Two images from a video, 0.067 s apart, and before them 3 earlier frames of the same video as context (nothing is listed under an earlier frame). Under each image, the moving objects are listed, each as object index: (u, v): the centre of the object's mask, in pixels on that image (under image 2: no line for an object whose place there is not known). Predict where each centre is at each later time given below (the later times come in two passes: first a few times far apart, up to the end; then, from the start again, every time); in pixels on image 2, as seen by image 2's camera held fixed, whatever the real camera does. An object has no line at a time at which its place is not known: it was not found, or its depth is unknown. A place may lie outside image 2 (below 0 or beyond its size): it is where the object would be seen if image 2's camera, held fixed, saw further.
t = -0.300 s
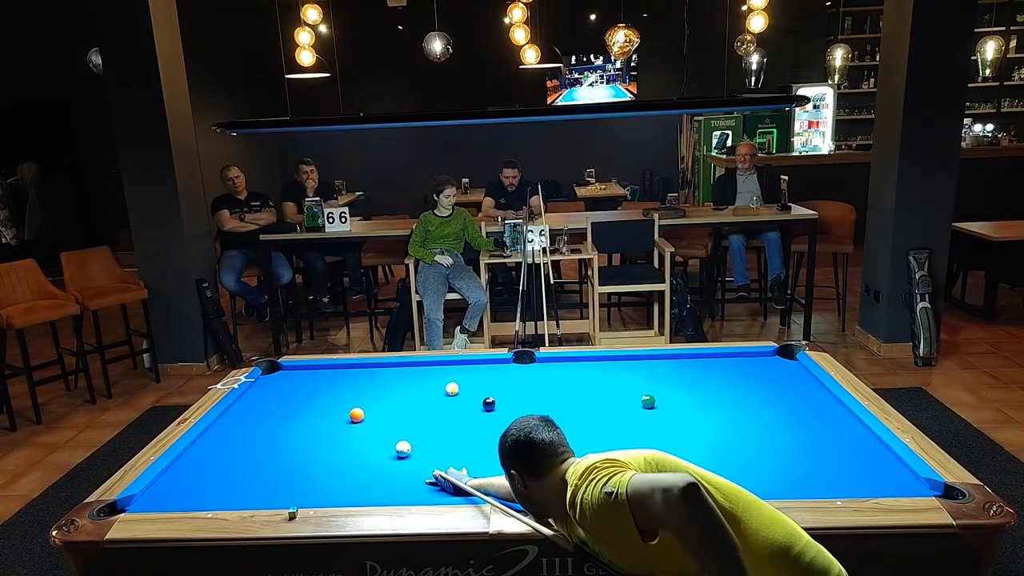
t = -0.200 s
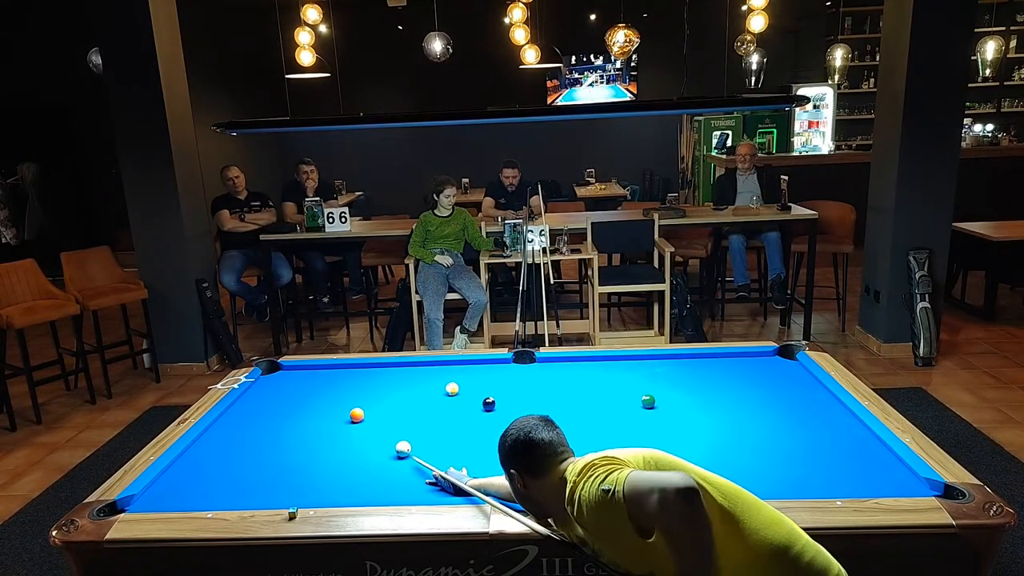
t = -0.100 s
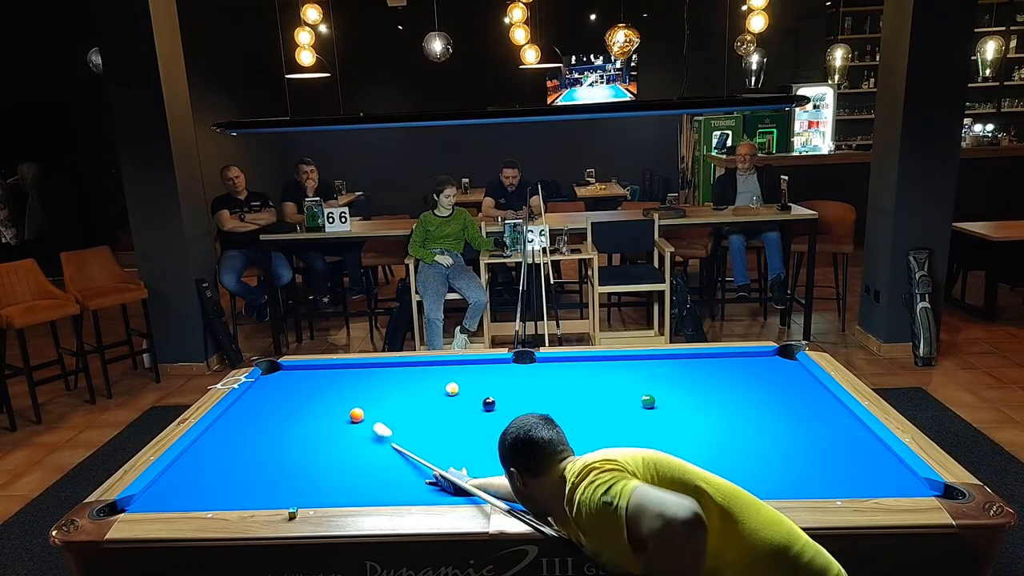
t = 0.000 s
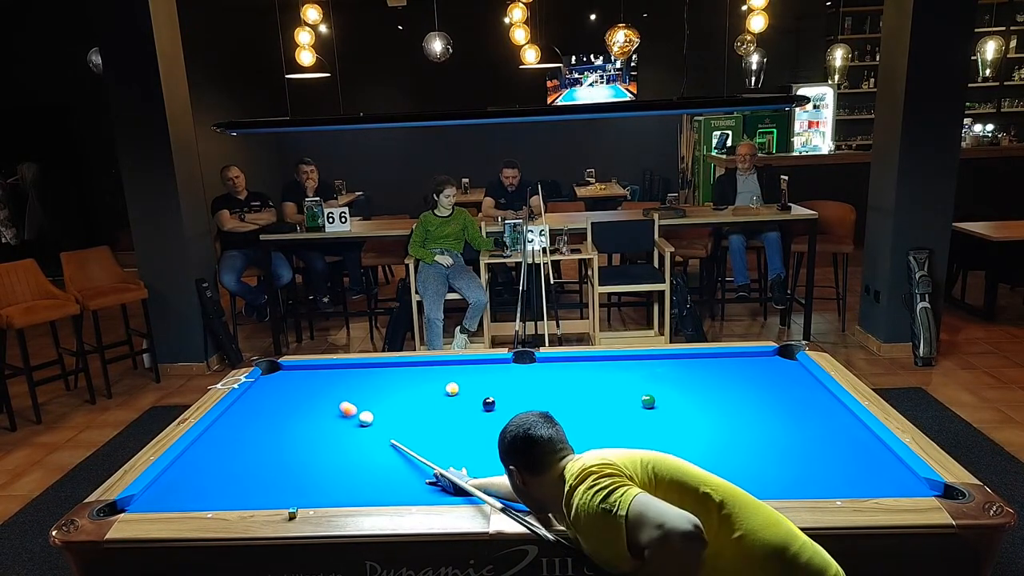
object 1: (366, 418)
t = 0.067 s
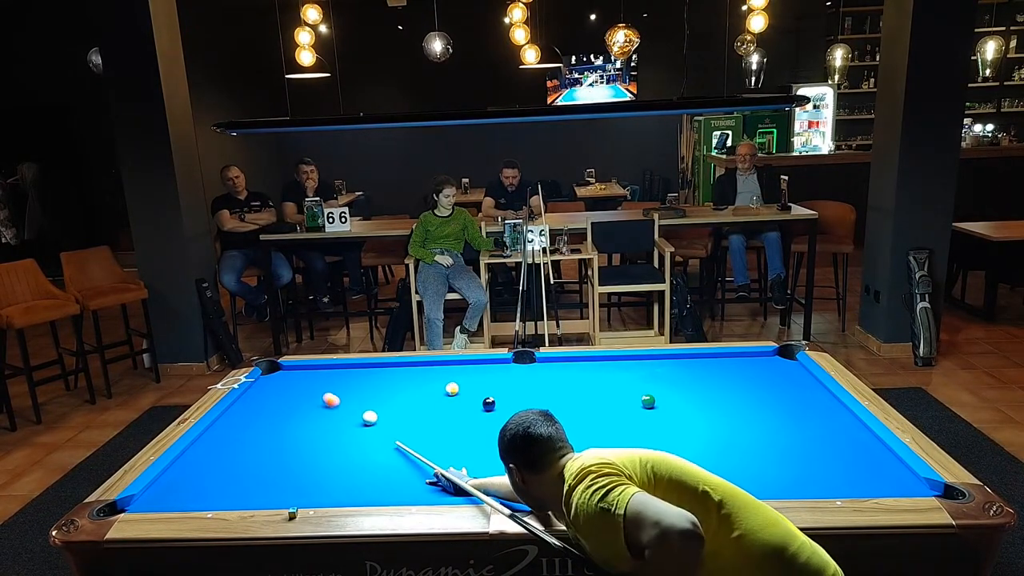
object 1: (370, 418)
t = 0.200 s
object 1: (377, 418)
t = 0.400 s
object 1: (389, 419)
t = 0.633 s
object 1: (401, 421)
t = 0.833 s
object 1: (411, 422)
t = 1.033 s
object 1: (419, 424)
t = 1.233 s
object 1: (433, 422)
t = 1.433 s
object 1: (437, 424)
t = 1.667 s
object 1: (445, 425)
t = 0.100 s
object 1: (371, 418)
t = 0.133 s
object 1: (373, 418)
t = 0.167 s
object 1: (375, 418)
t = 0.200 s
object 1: (377, 418)
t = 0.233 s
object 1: (379, 419)
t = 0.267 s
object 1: (381, 419)
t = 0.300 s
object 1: (383, 419)
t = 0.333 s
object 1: (385, 419)
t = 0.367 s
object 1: (387, 419)
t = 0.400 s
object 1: (389, 419)
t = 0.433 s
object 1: (390, 420)
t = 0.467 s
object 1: (392, 420)
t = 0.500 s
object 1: (394, 420)
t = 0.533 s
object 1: (396, 420)
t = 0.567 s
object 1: (398, 420)
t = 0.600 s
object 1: (399, 420)
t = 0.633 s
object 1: (401, 421)
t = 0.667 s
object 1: (403, 421)
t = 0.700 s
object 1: (405, 421)
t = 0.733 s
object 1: (406, 421)
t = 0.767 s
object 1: (408, 422)
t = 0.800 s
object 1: (410, 422)
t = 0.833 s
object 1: (411, 422)
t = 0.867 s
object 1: (413, 422)
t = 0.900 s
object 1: (414, 422)
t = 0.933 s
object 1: (415, 423)
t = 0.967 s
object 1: (416, 424)
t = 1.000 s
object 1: (418, 424)
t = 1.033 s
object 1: (419, 424)
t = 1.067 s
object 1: (421, 424)
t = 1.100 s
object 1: (423, 424)
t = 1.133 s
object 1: (423, 424)
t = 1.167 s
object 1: (424, 425)
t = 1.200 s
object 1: (424, 425)
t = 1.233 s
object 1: (433, 422)
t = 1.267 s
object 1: (432, 423)
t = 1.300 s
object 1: (432, 424)
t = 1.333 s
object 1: (433, 424)
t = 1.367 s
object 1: (435, 424)
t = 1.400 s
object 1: (436, 424)
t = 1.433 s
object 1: (437, 424)
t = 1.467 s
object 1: (439, 425)
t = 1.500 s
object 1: (440, 425)
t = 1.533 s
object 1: (441, 425)
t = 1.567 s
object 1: (442, 425)
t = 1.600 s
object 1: (443, 425)
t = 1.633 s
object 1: (444, 425)
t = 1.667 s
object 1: (445, 425)
